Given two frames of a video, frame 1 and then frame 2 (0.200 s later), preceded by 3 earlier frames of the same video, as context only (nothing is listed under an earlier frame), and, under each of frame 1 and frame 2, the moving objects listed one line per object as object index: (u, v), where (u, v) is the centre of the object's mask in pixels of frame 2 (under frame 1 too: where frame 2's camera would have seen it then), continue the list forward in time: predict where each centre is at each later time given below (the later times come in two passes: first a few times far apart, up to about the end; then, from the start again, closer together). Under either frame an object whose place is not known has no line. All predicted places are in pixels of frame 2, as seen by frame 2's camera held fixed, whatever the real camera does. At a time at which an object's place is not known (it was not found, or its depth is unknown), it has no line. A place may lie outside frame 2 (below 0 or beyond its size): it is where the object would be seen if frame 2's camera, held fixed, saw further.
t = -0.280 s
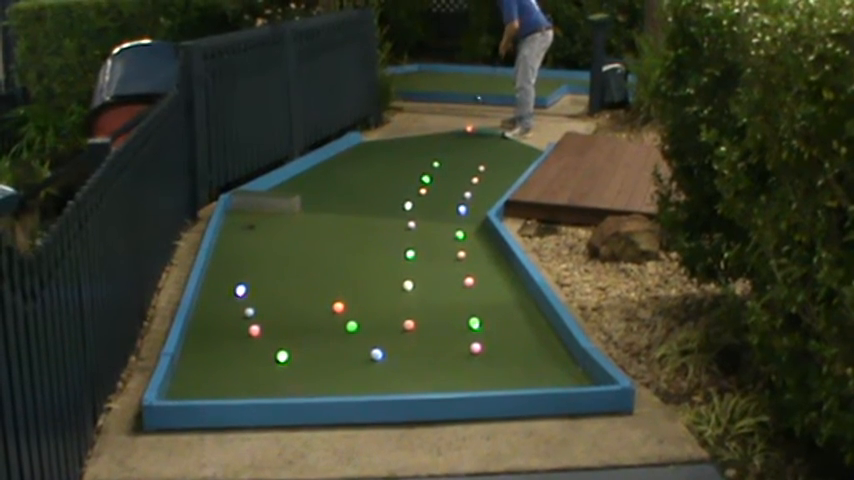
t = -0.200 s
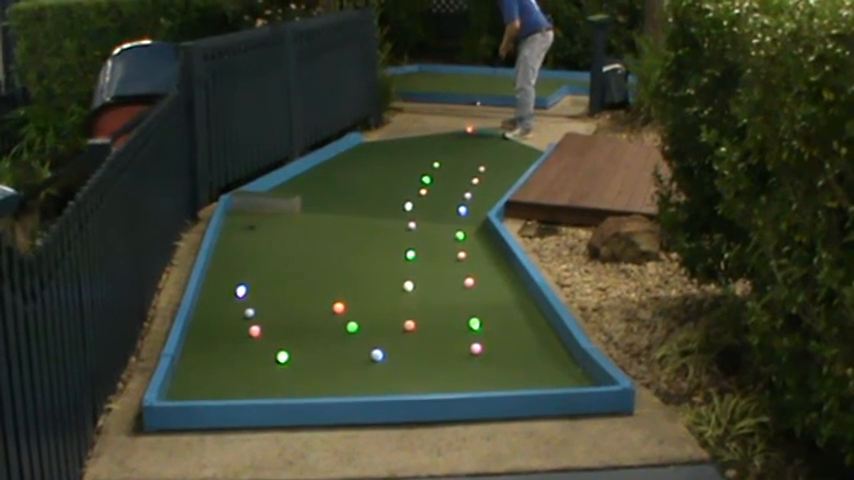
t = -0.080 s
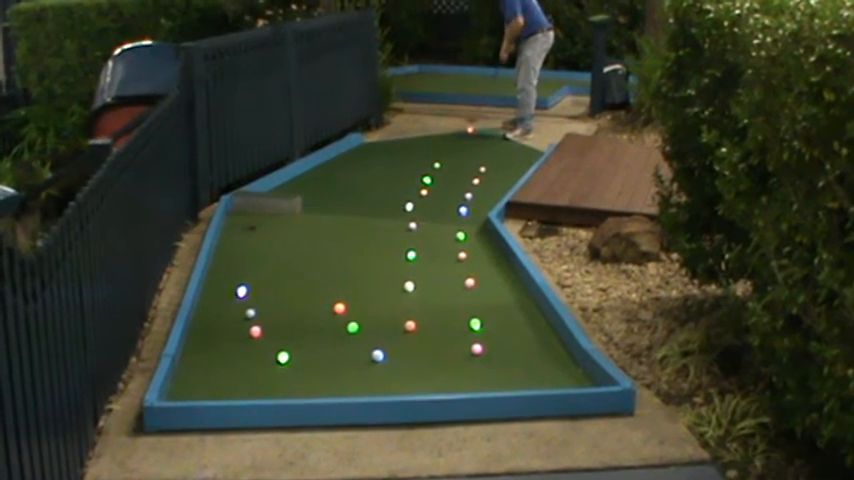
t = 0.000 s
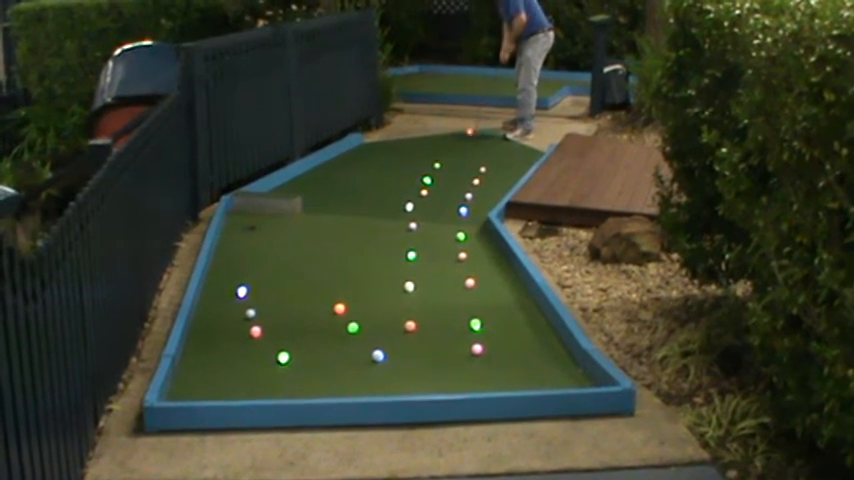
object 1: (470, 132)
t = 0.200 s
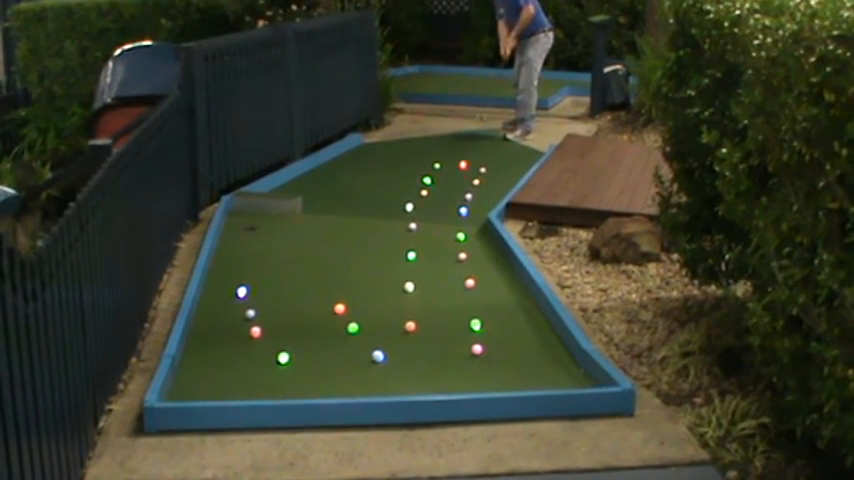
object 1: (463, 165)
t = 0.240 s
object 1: (461, 173)
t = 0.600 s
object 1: (445, 258)
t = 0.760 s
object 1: (435, 309)
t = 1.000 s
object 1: (418, 393)
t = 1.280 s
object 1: (359, 334)
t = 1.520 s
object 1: (318, 310)
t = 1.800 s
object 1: (280, 288)
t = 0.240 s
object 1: (461, 173)
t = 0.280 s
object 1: (459, 180)
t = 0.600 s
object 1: (445, 258)
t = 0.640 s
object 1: (442, 269)
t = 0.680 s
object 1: (440, 282)
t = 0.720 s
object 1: (438, 295)
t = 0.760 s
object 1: (435, 309)
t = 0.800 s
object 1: (433, 324)
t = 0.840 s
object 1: (430, 340)
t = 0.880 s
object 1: (427, 355)
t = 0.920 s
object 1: (425, 371)
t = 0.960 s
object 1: (422, 384)
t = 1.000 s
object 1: (418, 393)
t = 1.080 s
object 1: (403, 385)
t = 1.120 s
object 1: (394, 367)
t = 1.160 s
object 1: (385, 350)
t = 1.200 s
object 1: (375, 341)
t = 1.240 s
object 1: (367, 336)
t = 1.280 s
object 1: (359, 334)
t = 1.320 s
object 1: (351, 337)
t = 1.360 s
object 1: (344, 342)
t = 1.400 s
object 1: (337, 338)
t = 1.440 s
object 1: (330, 324)
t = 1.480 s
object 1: (323, 316)
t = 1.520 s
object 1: (318, 310)
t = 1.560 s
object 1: (312, 307)
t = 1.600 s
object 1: (306, 308)
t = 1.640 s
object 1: (300, 304)
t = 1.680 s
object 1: (295, 298)
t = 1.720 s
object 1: (290, 295)
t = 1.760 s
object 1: (285, 294)
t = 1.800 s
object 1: (280, 288)
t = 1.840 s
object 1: (275, 286)
